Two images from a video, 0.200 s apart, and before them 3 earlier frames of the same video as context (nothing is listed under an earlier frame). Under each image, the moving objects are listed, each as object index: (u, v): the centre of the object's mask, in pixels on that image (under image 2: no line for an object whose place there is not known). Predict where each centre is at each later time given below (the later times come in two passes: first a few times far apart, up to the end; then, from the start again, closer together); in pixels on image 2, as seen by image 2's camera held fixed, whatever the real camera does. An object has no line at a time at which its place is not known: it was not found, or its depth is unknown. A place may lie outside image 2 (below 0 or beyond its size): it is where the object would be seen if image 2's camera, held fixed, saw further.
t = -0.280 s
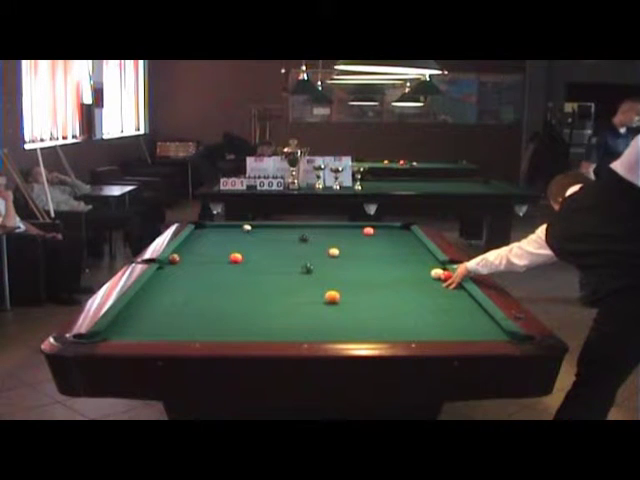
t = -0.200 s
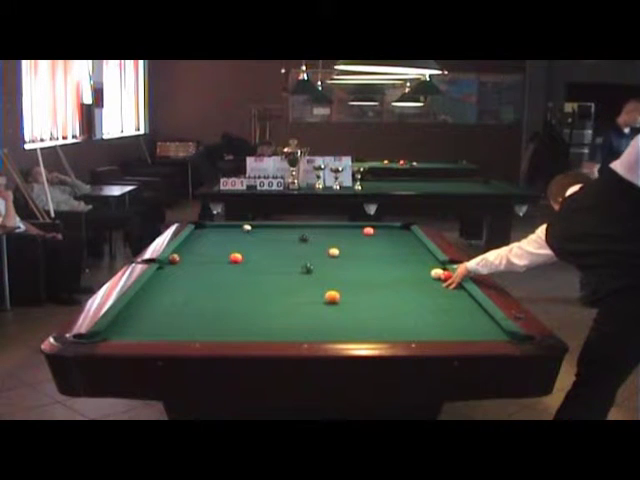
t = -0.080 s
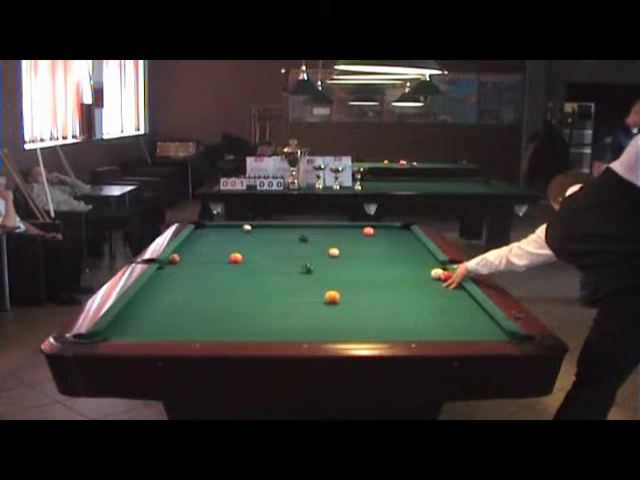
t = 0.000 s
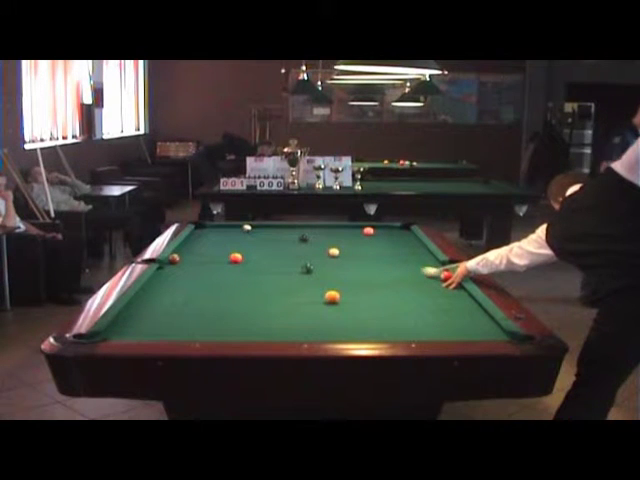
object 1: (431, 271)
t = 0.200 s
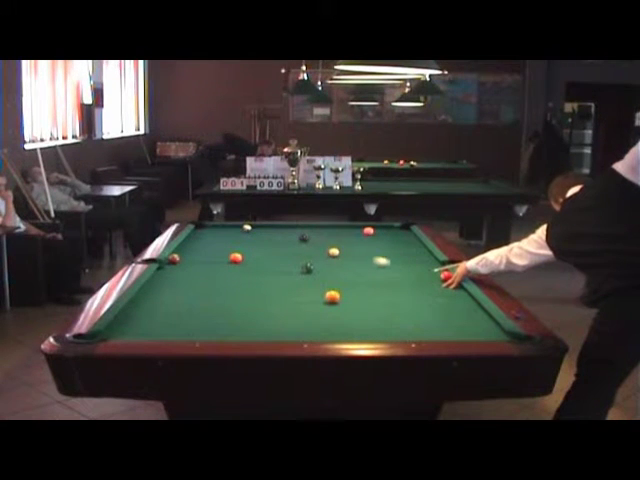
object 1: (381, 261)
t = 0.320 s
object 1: (355, 256)
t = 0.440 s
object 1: (343, 253)
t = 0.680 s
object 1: (336, 250)
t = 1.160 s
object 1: (325, 245)
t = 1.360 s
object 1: (321, 243)
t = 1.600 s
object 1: (317, 241)
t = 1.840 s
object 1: (313, 239)
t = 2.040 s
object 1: (313, 239)
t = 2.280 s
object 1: (315, 238)
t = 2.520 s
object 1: (317, 238)
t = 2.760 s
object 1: (318, 237)
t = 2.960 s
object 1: (318, 237)
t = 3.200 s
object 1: (318, 237)
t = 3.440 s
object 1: (318, 237)
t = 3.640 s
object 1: (318, 237)
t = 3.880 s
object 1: (318, 237)
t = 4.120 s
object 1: (318, 237)
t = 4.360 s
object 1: (318, 237)
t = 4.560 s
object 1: (318, 237)
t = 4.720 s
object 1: (318, 237)
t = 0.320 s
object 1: (355, 256)
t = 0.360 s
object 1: (346, 254)
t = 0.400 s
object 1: (343, 253)
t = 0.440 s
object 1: (343, 253)
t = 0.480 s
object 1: (342, 253)
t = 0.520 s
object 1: (341, 252)
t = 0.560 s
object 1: (340, 252)
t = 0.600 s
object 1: (339, 251)
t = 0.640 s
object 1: (338, 251)
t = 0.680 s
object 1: (336, 250)
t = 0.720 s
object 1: (335, 249)
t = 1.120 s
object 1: (326, 245)
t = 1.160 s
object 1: (325, 245)
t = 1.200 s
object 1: (324, 244)
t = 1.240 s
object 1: (323, 244)
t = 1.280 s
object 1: (322, 244)
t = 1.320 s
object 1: (322, 243)
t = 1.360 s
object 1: (321, 243)
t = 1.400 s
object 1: (320, 243)
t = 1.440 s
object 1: (319, 242)
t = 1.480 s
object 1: (319, 242)
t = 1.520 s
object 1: (318, 242)
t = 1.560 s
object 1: (317, 241)
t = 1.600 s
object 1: (317, 241)
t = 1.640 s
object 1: (316, 241)
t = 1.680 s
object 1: (315, 241)
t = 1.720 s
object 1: (314, 240)
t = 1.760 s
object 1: (314, 240)
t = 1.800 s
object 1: (313, 240)
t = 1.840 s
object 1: (313, 239)
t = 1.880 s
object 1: (312, 239)
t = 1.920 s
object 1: (313, 239)
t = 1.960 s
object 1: (313, 239)
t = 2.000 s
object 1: (313, 239)
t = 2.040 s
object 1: (313, 239)
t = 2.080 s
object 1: (314, 238)
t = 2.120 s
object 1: (314, 238)
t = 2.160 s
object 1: (314, 238)
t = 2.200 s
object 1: (314, 238)
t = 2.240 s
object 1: (314, 238)
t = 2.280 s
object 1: (315, 238)
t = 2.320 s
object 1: (315, 238)
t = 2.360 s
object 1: (316, 238)
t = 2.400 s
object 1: (316, 238)
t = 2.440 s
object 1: (316, 238)
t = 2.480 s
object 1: (317, 238)
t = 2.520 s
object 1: (317, 238)
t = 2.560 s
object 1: (317, 238)
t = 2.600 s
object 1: (317, 238)
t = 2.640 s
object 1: (317, 237)
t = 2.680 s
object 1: (317, 237)
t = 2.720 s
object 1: (318, 237)
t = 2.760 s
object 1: (318, 237)
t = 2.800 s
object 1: (318, 237)
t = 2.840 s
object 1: (318, 237)
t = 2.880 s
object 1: (318, 237)
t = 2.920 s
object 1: (318, 237)
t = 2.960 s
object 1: (318, 237)
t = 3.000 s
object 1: (318, 237)
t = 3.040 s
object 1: (318, 237)
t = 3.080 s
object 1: (318, 237)
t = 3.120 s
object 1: (318, 237)
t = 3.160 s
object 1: (318, 237)
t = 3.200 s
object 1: (318, 237)
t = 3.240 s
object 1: (318, 237)
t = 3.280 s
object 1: (318, 237)
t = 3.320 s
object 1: (318, 237)
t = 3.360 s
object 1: (318, 237)
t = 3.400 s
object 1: (318, 237)
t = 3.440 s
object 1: (318, 237)
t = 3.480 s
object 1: (318, 237)
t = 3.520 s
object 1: (318, 237)
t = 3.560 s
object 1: (318, 237)
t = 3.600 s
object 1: (318, 237)
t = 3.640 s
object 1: (318, 237)
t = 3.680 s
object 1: (318, 237)
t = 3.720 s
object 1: (318, 237)
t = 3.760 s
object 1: (318, 237)
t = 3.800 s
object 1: (318, 237)
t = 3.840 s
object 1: (318, 237)
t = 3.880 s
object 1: (318, 237)
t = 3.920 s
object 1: (318, 237)
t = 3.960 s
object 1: (318, 237)
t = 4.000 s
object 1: (318, 237)
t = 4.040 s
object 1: (318, 237)
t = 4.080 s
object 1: (318, 237)
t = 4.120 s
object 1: (318, 237)
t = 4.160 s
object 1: (318, 237)
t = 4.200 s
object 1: (318, 237)
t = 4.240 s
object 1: (318, 237)
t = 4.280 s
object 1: (318, 237)
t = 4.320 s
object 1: (318, 237)
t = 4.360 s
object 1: (318, 237)
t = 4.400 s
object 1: (318, 237)
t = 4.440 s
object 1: (318, 237)
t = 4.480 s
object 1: (318, 237)
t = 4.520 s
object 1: (318, 237)
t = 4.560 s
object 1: (318, 237)
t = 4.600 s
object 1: (318, 237)
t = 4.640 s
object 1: (318, 237)
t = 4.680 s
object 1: (318, 237)
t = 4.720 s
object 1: (318, 237)
